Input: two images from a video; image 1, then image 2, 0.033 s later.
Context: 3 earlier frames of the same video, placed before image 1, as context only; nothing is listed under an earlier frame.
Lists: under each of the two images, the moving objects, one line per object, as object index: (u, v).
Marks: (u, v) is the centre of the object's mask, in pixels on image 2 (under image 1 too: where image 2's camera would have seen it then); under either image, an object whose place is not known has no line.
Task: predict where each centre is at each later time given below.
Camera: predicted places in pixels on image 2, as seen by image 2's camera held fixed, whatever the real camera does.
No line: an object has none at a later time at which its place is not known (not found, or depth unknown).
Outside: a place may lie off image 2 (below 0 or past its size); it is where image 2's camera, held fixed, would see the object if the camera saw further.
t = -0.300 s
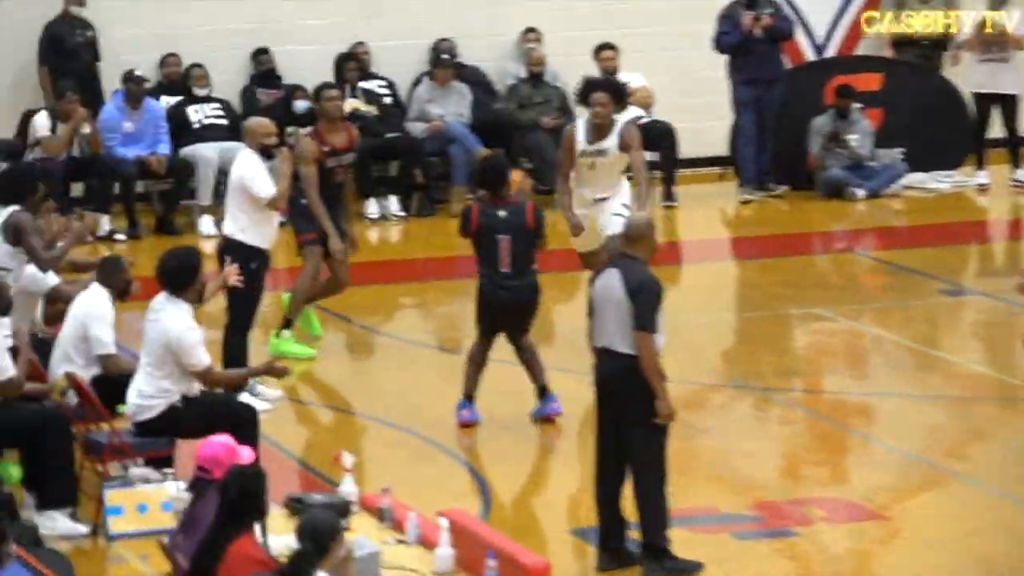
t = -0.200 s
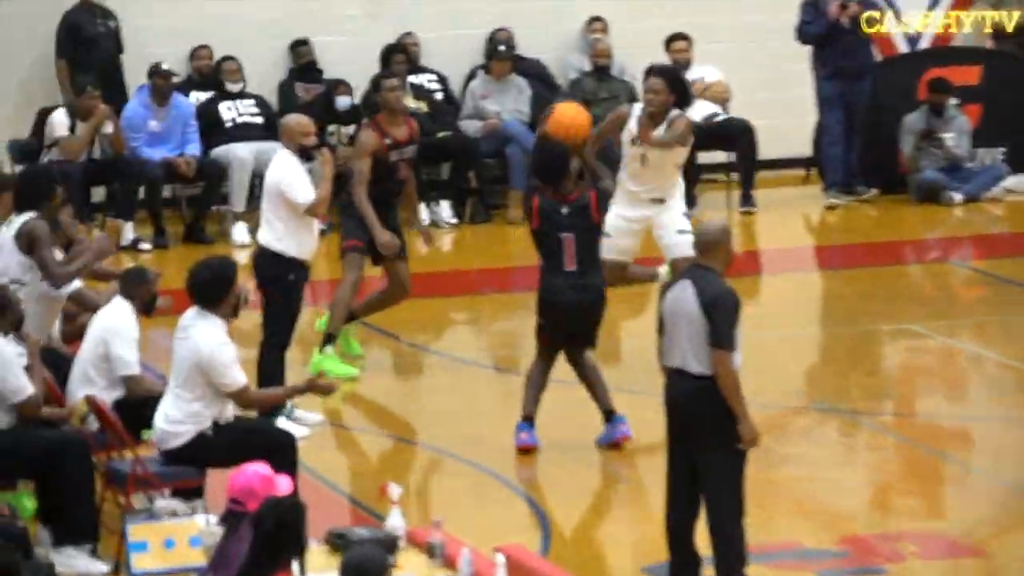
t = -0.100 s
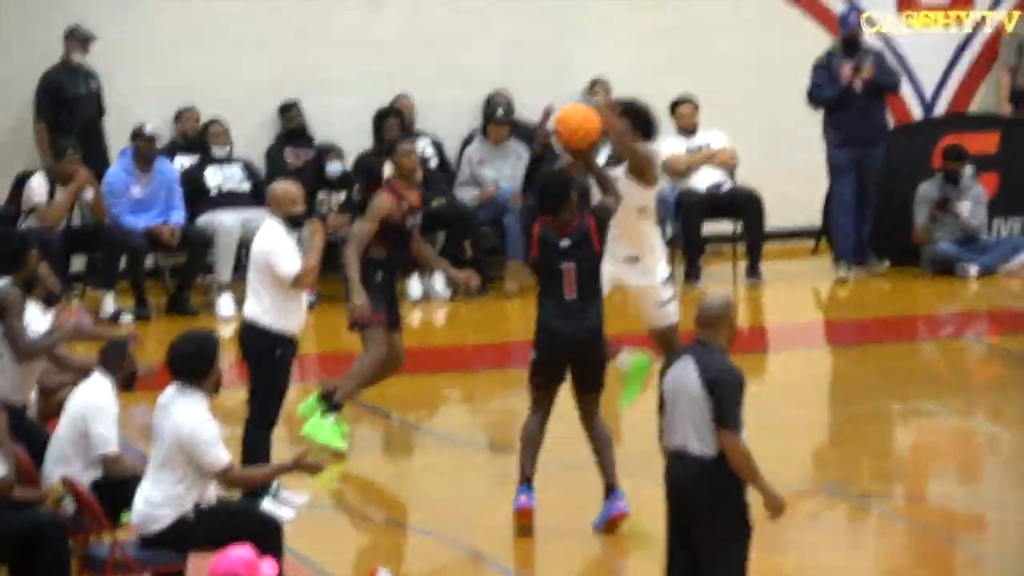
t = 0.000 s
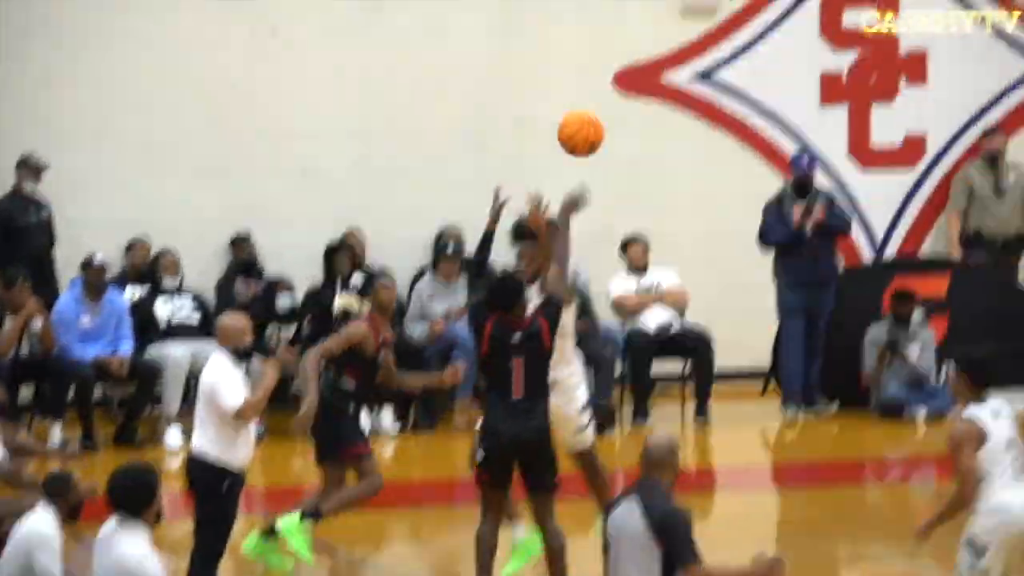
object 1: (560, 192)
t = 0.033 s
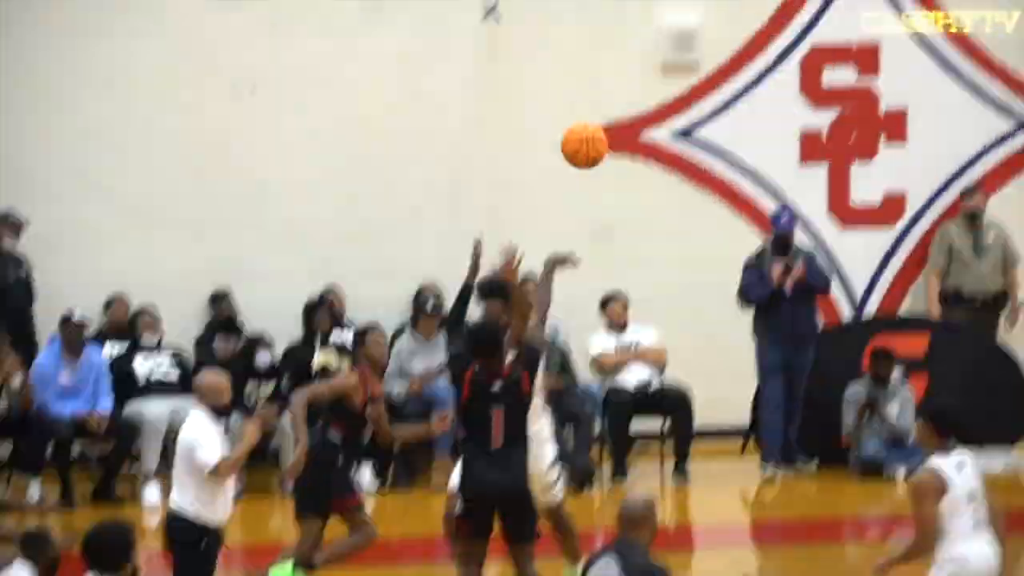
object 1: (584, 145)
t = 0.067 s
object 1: (605, 102)
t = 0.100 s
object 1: (626, 63)
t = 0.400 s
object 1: (826, -196)
